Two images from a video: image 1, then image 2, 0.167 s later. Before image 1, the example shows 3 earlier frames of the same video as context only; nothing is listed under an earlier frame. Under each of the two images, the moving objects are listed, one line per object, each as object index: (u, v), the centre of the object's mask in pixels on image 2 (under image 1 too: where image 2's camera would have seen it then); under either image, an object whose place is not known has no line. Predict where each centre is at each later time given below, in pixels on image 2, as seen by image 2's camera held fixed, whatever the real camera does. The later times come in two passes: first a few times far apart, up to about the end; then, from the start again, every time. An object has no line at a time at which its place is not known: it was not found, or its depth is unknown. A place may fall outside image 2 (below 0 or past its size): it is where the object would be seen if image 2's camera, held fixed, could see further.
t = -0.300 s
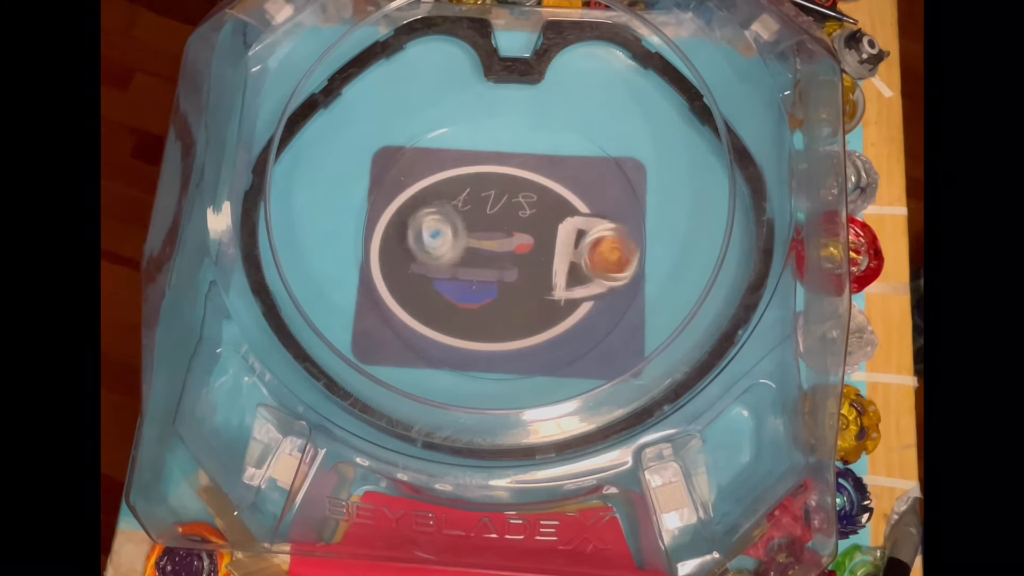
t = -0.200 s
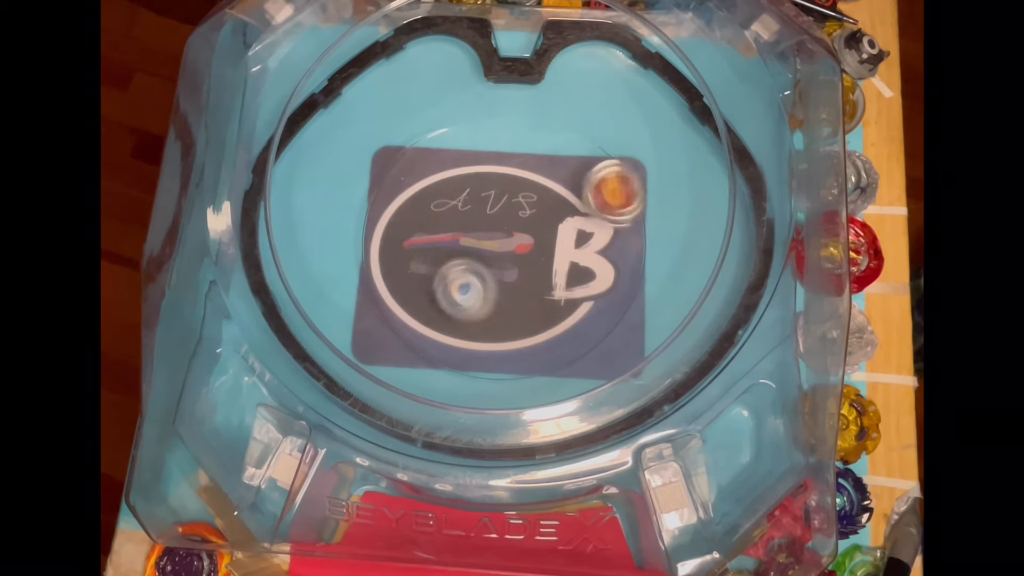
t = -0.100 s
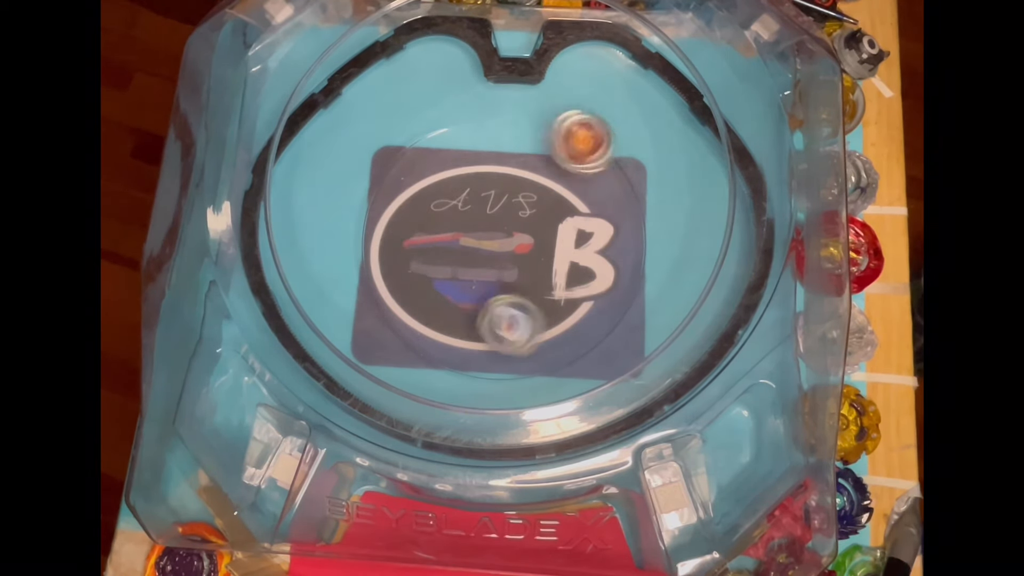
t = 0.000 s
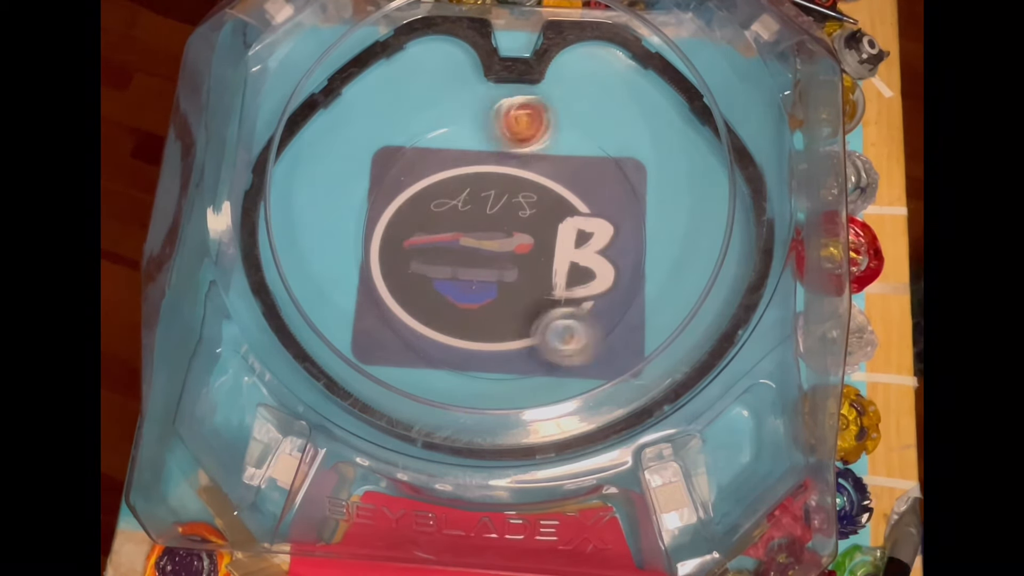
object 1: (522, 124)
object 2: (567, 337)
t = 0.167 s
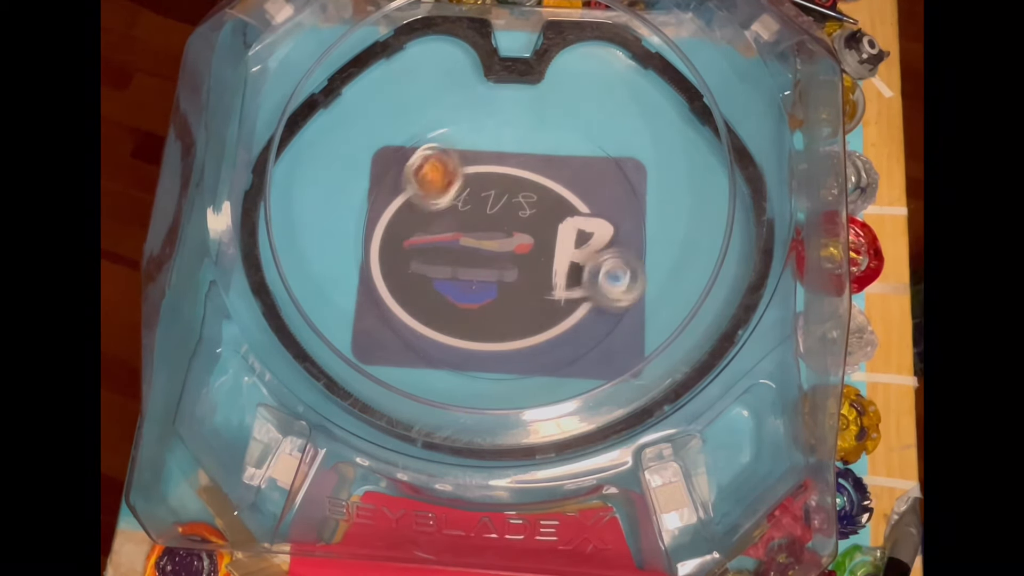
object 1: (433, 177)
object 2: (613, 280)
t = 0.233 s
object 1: (417, 218)
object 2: (614, 246)
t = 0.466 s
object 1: (488, 338)
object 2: (497, 198)
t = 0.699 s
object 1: (612, 286)
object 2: (410, 272)
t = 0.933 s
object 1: (565, 165)
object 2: (503, 320)
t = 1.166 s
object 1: (428, 172)
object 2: (563, 208)
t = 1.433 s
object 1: (439, 306)
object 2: (478, 129)
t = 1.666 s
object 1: (578, 290)
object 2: (447, 239)
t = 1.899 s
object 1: (593, 169)
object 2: (547, 313)
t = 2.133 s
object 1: (472, 161)
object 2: (633, 254)
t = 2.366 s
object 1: (439, 282)
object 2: (534, 190)
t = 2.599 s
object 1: (550, 327)
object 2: (419, 227)
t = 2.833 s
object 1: (585, 218)
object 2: (431, 319)
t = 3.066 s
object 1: (478, 165)
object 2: (549, 274)
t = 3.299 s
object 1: (421, 253)
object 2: (575, 161)
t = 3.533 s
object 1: (527, 299)
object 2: (488, 136)
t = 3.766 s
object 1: (588, 207)
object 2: (463, 252)
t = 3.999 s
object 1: (499, 170)
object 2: (533, 338)
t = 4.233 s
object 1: (457, 263)
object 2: (603, 285)
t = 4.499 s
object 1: (556, 292)
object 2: (510, 193)
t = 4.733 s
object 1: (545, 202)
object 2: (405, 198)
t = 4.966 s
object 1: (453, 210)
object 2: (439, 278)
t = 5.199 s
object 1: (460, 247)
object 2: (559, 285)
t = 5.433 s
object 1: (532, 232)
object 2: (625, 210)
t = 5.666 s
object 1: (443, 210)
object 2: (620, 154)
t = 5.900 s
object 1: (377, 219)
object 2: (652, 175)
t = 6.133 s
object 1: (406, 236)
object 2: (666, 219)
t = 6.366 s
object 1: (501, 252)
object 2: (654, 267)
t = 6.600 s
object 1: (520, 276)
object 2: (633, 288)
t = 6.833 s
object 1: (423, 229)
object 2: (659, 327)
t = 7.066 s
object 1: (472, 188)
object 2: (653, 353)
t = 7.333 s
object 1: (568, 200)
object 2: (584, 316)
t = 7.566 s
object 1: (579, 232)
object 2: (487, 261)
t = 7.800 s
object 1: (569, 242)
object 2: (472, 211)
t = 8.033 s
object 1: (575, 242)
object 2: (522, 194)
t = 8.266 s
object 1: (547, 280)
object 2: (555, 190)
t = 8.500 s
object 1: (551, 293)
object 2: (544, 211)
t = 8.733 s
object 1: (567, 286)
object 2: (513, 250)
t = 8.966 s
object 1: (555, 286)
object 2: (466, 253)
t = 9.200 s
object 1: (562, 284)
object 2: (450, 247)
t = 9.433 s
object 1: (557, 285)
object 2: (492, 236)
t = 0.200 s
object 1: (423, 197)
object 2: (615, 264)
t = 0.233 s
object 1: (417, 218)
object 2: (614, 246)
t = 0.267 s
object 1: (415, 239)
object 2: (604, 230)
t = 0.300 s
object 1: (419, 260)
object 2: (591, 218)
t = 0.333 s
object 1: (426, 281)
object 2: (574, 206)
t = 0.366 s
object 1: (437, 298)
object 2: (554, 199)
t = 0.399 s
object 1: (451, 314)
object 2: (536, 197)
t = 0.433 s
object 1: (469, 328)
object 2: (517, 196)
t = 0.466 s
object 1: (488, 338)
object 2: (497, 198)
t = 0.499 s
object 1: (510, 343)
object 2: (479, 202)
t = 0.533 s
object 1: (531, 343)
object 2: (462, 208)
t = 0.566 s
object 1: (553, 339)
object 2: (447, 217)
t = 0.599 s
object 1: (573, 331)
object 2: (433, 228)
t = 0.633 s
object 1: (589, 320)
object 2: (421, 242)
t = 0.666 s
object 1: (602, 304)
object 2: (413, 256)
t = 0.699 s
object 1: (612, 286)
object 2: (410, 272)
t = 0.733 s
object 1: (617, 266)
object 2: (410, 288)
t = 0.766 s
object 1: (619, 246)
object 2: (416, 303)
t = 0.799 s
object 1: (615, 226)
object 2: (427, 316)
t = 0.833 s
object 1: (608, 208)
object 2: (445, 325)
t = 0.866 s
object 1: (595, 189)
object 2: (463, 328)
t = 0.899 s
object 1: (582, 178)
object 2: (483, 326)
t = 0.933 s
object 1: (565, 165)
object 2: (503, 320)
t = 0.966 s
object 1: (546, 156)
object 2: (519, 310)
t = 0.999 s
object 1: (526, 150)
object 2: (534, 296)
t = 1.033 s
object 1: (505, 148)
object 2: (546, 280)
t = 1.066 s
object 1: (484, 149)
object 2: (555, 263)
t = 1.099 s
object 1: (464, 154)
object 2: (561, 243)
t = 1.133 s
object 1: (445, 161)
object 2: (563, 226)
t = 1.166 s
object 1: (428, 172)
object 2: (563, 208)
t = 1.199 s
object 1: (415, 188)
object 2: (561, 190)
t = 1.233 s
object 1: (405, 204)
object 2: (557, 175)
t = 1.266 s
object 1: (399, 223)
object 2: (549, 159)
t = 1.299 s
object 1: (398, 239)
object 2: (539, 146)
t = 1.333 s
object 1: (402, 260)
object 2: (526, 136)
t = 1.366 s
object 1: (411, 276)
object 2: (511, 129)
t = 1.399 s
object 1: (423, 291)
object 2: (493, 126)
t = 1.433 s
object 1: (439, 306)
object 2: (478, 129)
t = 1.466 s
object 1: (458, 315)
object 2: (464, 137)
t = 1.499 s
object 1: (480, 321)
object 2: (450, 148)
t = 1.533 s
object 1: (501, 322)
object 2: (443, 163)
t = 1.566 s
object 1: (523, 319)
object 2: (438, 184)
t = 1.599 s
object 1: (542, 314)
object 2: (437, 201)
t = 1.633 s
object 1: (562, 303)
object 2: (441, 221)
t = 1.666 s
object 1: (578, 290)
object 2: (447, 239)
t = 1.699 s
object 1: (589, 275)
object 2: (456, 255)
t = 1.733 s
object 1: (602, 257)
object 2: (469, 271)
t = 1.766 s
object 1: (608, 238)
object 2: (483, 284)
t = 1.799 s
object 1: (610, 220)
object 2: (497, 295)
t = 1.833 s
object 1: (609, 202)
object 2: (513, 304)
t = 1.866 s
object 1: (602, 186)
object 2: (529, 309)
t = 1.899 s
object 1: (593, 169)
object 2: (547, 313)
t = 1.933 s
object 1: (581, 158)
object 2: (565, 314)
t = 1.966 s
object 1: (565, 148)
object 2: (583, 311)
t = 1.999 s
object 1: (545, 142)
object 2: (598, 306)
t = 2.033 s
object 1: (527, 141)
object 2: (614, 297)
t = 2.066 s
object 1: (508, 143)
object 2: (625, 285)
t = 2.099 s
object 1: (489, 151)
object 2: (631, 270)
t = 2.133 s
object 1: (472, 161)
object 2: (633, 254)
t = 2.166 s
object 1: (457, 174)
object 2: (629, 239)
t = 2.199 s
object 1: (446, 191)
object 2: (619, 225)
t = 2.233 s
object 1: (437, 208)
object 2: (607, 212)
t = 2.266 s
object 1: (432, 226)
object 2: (591, 203)
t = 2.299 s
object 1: (431, 245)
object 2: (571, 196)
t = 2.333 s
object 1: (434, 265)
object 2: (553, 192)
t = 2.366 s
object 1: (439, 282)
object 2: (534, 190)
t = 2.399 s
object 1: (448, 297)
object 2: (515, 190)
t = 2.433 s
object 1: (462, 310)
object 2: (497, 192)
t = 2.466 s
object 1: (477, 322)
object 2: (479, 196)
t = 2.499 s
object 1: (494, 329)
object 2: (462, 201)
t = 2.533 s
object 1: (513, 332)
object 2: (447, 208)
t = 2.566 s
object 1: (532, 331)
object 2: (432, 217)
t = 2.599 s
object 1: (550, 327)
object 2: (419, 227)
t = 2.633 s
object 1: (566, 315)
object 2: (409, 240)
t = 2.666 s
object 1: (578, 302)
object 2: (402, 253)
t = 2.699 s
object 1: (587, 286)
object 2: (398, 268)
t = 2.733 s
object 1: (593, 271)
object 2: (398, 284)
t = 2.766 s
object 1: (594, 250)
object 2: (404, 298)
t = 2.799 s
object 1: (592, 232)
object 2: (415, 310)
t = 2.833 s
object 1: (585, 218)
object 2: (431, 319)
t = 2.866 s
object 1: (575, 201)
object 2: (449, 323)
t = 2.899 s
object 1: (563, 189)
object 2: (469, 322)
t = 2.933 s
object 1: (547, 178)
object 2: (487, 319)
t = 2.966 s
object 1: (531, 171)
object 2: (507, 311)
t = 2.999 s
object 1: (514, 166)
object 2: (522, 301)
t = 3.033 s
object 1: (497, 164)
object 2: (537, 288)
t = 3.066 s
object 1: (478, 165)
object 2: (549, 274)
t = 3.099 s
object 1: (460, 171)
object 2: (559, 259)
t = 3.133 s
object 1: (446, 180)
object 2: (567, 242)
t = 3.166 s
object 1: (433, 191)
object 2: (573, 226)
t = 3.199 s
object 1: (424, 204)
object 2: (577, 208)
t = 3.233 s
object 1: (419, 219)
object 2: (578, 192)
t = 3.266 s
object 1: (418, 237)
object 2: (578, 177)
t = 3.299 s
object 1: (421, 253)
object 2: (575, 161)
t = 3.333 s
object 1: (428, 268)
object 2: (569, 147)
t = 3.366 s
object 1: (440, 280)
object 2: (559, 135)
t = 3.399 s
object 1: (455, 291)
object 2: (546, 127)
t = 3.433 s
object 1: (472, 298)
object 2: (533, 122)
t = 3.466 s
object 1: (492, 302)
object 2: (518, 123)
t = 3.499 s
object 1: (510, 302)
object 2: (503, 127)
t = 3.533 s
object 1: (527, 299)
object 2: (488, 136)
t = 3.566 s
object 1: (543, 292)
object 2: (477, 149)
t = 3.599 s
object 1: (558, 282)
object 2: (468, 165)
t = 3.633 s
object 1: (570, 270)
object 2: (461, 184)
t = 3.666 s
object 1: (581, 253)
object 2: (459, 201)
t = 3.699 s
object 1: (587, 239)
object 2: (458, 218)
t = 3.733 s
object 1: (590, 223)
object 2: (460, 235)
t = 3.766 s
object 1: (588, 207)
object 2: (463, 252)
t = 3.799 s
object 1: (583, 193)
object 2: (469, 269)
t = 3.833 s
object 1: (575, 183)
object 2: (476, 285)
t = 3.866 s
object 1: (562, 171)
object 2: (484, 298)
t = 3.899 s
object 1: (548, 165)
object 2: (495, 312)
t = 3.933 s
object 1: (532, 162)
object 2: (506, 322)
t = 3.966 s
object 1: (515, 164)
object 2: (519, 331)
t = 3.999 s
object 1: (499, 170)
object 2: (533, 338)
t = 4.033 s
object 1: (485, 179)
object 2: (549, 342)
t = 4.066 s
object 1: (473, 191)
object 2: (564, 343)
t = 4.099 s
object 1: (463, 204)
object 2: (579, 338)
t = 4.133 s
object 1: (457, 218)
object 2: (591, 328)
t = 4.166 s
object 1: (453, 233)
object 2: (599, 315)
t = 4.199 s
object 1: (454, 249)
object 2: (604, 302)
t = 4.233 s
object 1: (457, 263)
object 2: (603, 285)
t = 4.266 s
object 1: (464, 278)
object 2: (601, 270)
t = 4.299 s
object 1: (473, 290)
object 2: (591, 250)
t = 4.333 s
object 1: (486, 299)
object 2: (582, 238)
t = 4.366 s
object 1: (500, 305)
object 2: (568, 225)
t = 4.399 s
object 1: (515, 308)
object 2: (555, 215)
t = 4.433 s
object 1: (530, 306)
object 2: (541, 207)
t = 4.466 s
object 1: (544, 302)
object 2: (525, 200)
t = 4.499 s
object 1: (556, 292)
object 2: (510, 193)
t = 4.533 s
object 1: (566, 281)
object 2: (494, 189)
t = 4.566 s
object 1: (571, 269)
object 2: (478, 186)
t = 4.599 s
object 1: (573, 250)
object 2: (463, 184)
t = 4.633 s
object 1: (571, 237)
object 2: (447, 184)
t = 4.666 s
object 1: (565, 223)
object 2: (431, 186)
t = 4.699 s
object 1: (555, 211)
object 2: (418, 191)
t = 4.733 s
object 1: (545, 202)
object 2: (405, 198)
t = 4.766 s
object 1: (533, 195)
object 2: (396, 208)
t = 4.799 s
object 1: (518, 191)
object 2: (391, 222)
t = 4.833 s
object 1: (504, 189)
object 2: (391, 236)
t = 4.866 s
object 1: (489, 190)
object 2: (397, 250)
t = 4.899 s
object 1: (476, 194)
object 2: (408, 262)
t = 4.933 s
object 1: (463, 200)
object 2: (423, 271)
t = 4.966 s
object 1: (453, 210)
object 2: (439, 278)
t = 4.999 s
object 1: (446, 219)
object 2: (457, 283)
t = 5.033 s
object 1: (443, 224)
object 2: (476, 290)
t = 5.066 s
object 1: (442, 229)
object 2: (493, 293)
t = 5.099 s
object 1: (443, 233)
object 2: (511, 294)
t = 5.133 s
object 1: (448, 237)
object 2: (527, 293)
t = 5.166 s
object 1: (453, 243)
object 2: (543, 290)
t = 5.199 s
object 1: (460, 247)
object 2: (559, 285)
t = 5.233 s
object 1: (469, 249)
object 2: (574, 279)
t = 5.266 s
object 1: (479, 251)
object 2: (586, 272)
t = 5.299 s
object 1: (490, 251)
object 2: (601, 262)
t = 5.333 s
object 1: (501, 249)
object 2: (612, 250)
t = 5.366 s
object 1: (512, 246)
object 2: (620, 238)
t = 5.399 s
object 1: (523, 240)
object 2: (625, 224)
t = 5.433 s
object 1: (532, 232)
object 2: (625, 210)
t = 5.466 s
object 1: (538, 224)
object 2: (622, 197)
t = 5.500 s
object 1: (542, 216)
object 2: (615, 185)
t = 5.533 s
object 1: (542, 207)
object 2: (607, 177)
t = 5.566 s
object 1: (516, 206)
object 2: (616, 166)
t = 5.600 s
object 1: (490, 207)
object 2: (620, 159)
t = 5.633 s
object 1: (463, 207)
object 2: (620, 156)
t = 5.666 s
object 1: (443, 210)
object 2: (620, 154)
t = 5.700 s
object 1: (428, 211)
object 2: (621, 153)
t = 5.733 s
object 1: (417, 213)
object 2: (625, 153)
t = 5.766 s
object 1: (406, 214)
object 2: (630, 155)
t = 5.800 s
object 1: (397, 216)
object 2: (636, 159)
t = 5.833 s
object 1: (389, 217)
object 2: (641, 163)
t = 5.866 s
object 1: (383, 218)
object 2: (647, 169)
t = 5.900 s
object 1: (377, 219)
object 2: (652, 175)
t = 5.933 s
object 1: (372, 220)
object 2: (656, 179)
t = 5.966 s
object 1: (370, 222)
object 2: (660, 186)
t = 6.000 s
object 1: (372, 224)
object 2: (662, 192)
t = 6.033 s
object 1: (376, 226)
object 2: (664, 199)
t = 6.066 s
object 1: (384, 230)
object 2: (666, 205)
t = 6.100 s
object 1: (392, 233)
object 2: (666, 213)
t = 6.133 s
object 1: (406, 236)
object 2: (666, 219)
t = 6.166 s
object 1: (420, 238)
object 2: (666, 226)
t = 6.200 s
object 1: (434, 240)
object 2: (665, 234)
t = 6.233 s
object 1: (450, 242)
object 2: (664, 241)
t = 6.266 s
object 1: (463, 244)
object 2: (663, 247)
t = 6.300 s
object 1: (477, 246)
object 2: (660, 254)
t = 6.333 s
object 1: (489, 249)
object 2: (657, 261)
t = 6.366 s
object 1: (501, 252)
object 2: (654, 267)
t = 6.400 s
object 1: (511, 256)
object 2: (650, 273)
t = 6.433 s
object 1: (521, 260)
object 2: (645, 278)
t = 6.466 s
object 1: (529, 265)
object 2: (639, 282)
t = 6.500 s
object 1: (539, 270)
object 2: (632, 284)
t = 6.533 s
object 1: (547, 277)
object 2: (624, 284)
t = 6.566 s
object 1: (550, 282)
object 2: (622, 285)
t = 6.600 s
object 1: (520, 276)
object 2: (633, 288)
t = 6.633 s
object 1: (495, 270)
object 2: (642, 290)
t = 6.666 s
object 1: (473, 263)
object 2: (648, 293)
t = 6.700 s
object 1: (451, 256)
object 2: (654, 299)
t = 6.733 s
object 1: (436, 248)
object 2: (656, 306)
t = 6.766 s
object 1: (426, 242)
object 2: (658, 312)
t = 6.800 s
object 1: (422, 235)
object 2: (657, 319)
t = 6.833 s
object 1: (423, 229)
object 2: (659, 327)
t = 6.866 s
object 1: (423, 224)
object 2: (663, 337)
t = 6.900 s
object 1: (429, 216)
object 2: (664, 343)
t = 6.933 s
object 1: (434, 210)
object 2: (663, 347)
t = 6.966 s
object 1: (443, 204)
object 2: (662, 349)
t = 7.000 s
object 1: (452, 198)
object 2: (661, 351)
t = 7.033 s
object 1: (462, 195)
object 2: (657, 352)
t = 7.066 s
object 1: (472, 188)
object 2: (653, 353)
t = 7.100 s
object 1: (485, 185)
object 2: (649, 352)
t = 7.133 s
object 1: (501, 183)
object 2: (643, 350)
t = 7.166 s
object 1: (512, 180)
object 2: (635, 346)
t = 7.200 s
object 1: (525, 183)
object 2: (626, 342)
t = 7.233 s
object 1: (539, 186)
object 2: (617, 338)
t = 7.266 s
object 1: (549, 189)
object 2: (606, 331)
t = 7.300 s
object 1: (558, 193)
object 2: (595, 325)
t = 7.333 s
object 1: (568, 200)
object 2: (584, 316)
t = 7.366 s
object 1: (576, 206)
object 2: (572, 307)
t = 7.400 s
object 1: (579, 212)
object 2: (560, 295)
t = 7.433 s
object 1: (578, 221)
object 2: (547, 285)
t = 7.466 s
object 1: (576, 231)
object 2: (534, 276)
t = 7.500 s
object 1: (581, 233)
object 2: (516, 274)
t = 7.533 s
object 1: (581, 231)
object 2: (500, 268)
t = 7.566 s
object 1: (579, 232)
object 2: (487, 261)
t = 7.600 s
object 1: (580, 236)
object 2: (478, 254)
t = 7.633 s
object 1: (579, 240)
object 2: (473, 246)
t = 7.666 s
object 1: (575, 242)
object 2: (470, 239)
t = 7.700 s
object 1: (571, 243)
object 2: (468, 232)
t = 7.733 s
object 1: (568, 243)
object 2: (468, 225)
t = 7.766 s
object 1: (568, 242)
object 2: (469, 218)
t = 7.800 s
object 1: (569, 242)
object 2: (472, 211)
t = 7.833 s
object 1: (571, 241)
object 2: (476, 204)
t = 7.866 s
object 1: (573, 241)
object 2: (483, 199)
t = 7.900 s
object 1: (574, 242)
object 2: (489, 195)
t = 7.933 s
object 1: (575, 243)
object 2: (498, 192)
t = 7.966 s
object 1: (576, 242)
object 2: (506, 191)
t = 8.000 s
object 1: (576, 242)
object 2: (513, 191)
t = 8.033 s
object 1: (575, 242)
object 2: (522, 194)
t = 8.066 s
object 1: (573, 241)
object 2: (529, 195)
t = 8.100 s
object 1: (572, 244)
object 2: (533, 194)
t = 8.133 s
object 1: (568, 246)
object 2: (536, 195)
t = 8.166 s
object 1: (564, 248)
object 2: (541, 198)
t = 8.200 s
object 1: (561, 255)
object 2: (546, 199)
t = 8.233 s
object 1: (554, 272)
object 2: (551, 192)
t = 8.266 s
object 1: (547, 280)
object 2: (555, 190)
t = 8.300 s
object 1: (543, 286)
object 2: (555, 190)
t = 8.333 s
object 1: (540, 289)
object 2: (555, 191)
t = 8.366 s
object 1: (541, 294)
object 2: (554, 194)
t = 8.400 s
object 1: (542, 296)
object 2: (552, 197)
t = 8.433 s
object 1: (545, 296)
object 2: (549, 202)
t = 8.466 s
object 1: (548, 295)
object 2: (547, 206)
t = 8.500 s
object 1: (551, 293)
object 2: (544, 211)
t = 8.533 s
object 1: (557, 289)
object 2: (540, 220)
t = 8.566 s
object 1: (561, 287)
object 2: (535, 227)
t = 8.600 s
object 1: (564, 287)
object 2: (532, 232)
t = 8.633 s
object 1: (565, 286)
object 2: (528, 238)
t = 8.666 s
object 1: (566, 286)
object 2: (523, 242)
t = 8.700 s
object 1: (567, 286)
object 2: (518, 247)
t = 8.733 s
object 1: (567, 286)
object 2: (513, 250)
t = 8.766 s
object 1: (567, 286)
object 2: (507, 252)
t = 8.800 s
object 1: (566, 286)
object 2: (501, 253)
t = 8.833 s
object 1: (564, 287)
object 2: (494, 255)
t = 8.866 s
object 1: (562, 287)
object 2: (487, 255)
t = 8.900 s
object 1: (560, 286)
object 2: (480, 254)
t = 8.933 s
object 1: (558, 286)
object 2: (473, 254)
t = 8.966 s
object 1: (555, 286)
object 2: (466, 253)
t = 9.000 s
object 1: (555, 286)
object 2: (459, 251)
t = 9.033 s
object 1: (555, 286)
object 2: (454, 251)
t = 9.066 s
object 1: (557, 285)
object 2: (450, 250)
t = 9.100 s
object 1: (558, 285)
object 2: (448, 249)
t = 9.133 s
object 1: (560, 285)
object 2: (448, 249)
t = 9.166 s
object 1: (561, 285)
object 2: (448, 248)
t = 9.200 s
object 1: (562, 284)
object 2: (450, 247)
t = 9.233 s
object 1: (562, 284)
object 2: (453, 246)
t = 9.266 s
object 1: (562, 284)
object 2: (458, 245)
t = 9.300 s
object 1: (560, 285)
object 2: (463, 244)
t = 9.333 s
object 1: (559, 285)
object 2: (470, 241)
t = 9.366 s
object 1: (558, 285)
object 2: (478, 239)
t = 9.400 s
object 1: (557, 285)
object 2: (485, 237)
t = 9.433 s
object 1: (557, 285)
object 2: (492, 236)
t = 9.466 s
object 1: (558, 285)
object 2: (499, 235)
